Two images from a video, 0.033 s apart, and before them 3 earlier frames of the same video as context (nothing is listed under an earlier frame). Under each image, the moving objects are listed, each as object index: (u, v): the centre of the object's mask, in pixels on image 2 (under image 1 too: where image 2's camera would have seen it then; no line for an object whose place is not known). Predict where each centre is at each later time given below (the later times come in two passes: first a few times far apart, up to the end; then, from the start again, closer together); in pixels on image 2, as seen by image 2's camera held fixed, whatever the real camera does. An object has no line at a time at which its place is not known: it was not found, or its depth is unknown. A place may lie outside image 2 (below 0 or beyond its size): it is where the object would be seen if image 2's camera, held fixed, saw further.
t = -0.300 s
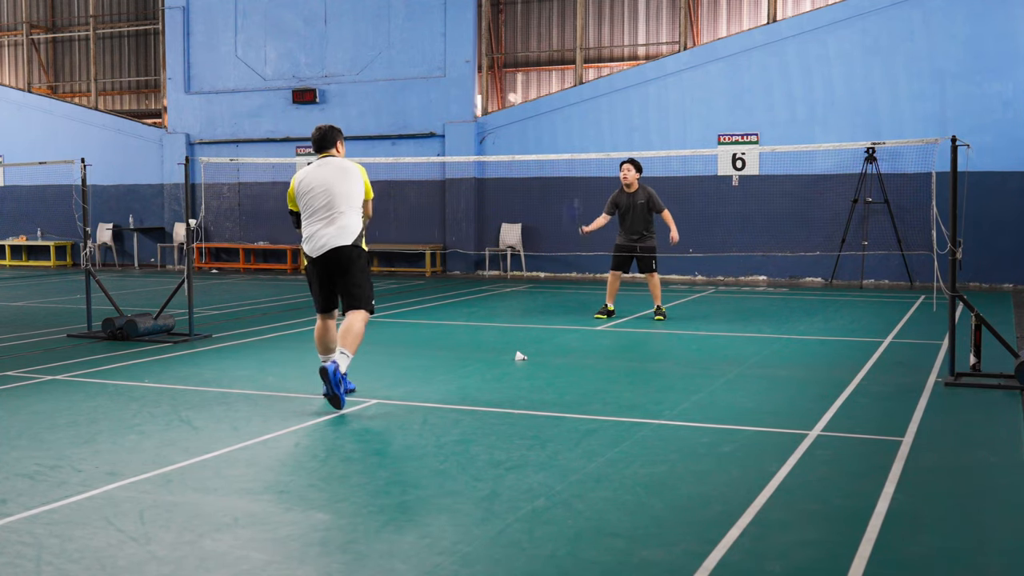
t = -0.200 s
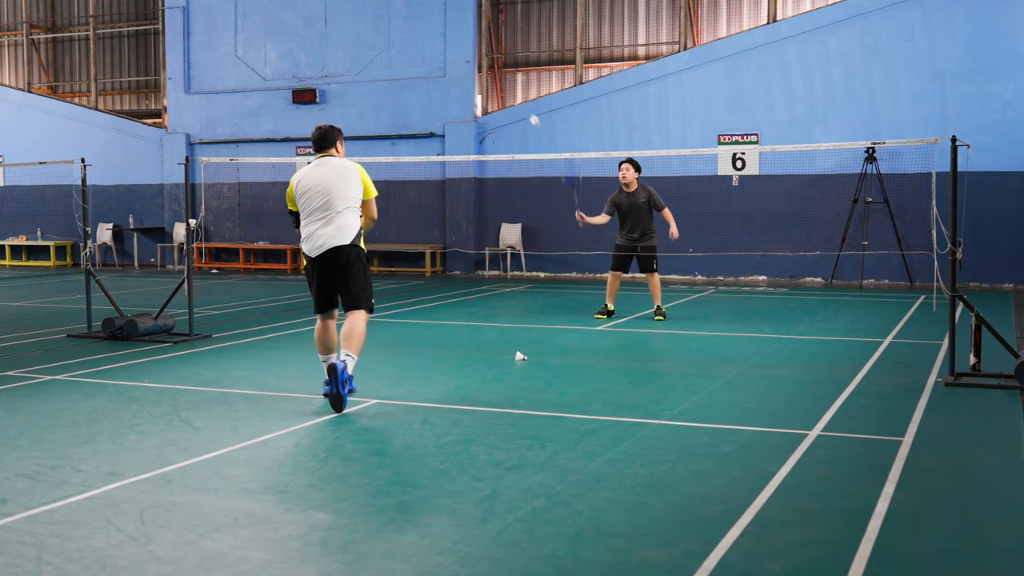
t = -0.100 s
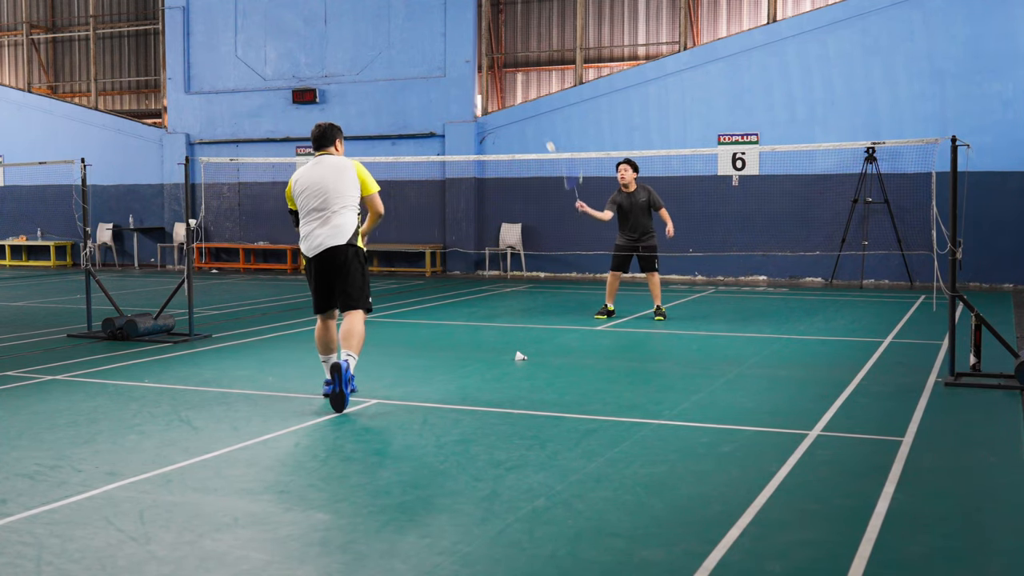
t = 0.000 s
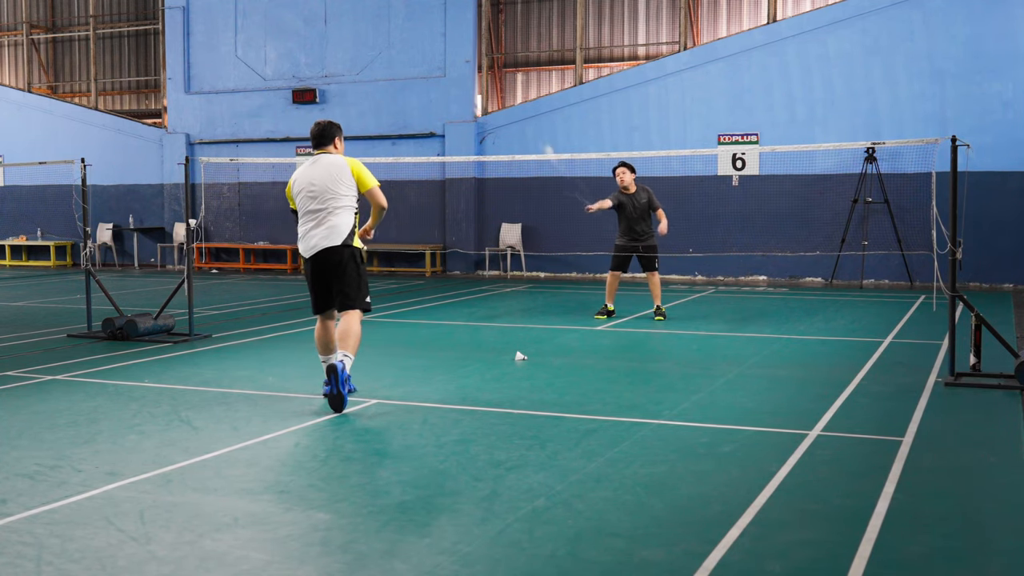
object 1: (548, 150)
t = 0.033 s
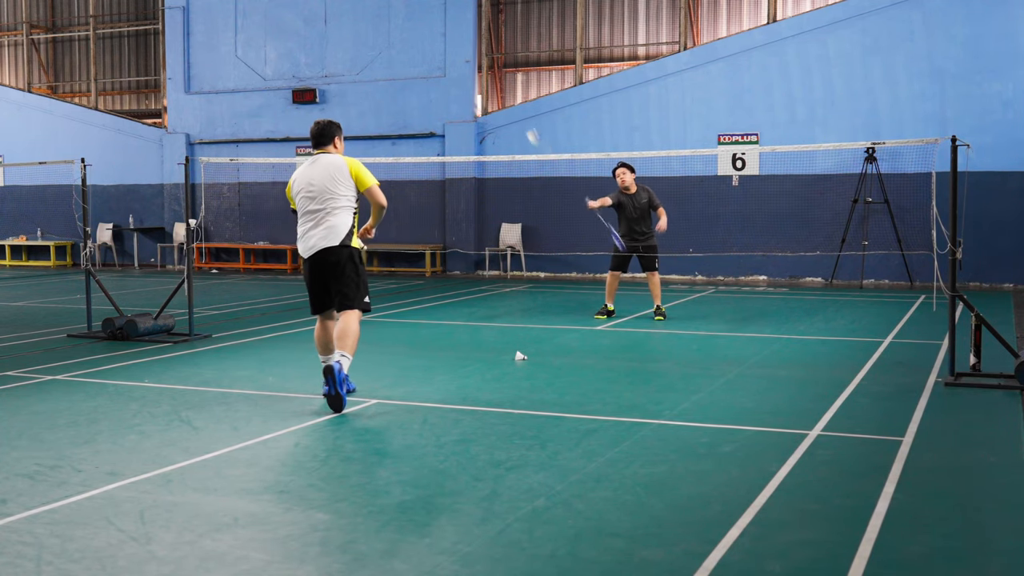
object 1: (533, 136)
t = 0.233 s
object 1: (487, 53)
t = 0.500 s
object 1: (425, 39)
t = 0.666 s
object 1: (382, 110)
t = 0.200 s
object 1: (495, 62)
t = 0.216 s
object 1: (491, 57)
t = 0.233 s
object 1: (487, 53)
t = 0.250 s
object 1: (484, 49)
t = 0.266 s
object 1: (480, 45)
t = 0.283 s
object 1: (476, 41)
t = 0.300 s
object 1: (472, 38)
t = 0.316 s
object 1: (468, 36)
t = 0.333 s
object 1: (464, 34)
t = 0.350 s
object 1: (460, 32)
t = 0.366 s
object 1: (456, 31)
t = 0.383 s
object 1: (452, 30)
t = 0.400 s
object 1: (448, 29)
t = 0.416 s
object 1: (444, 30)
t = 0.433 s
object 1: (441, 30)
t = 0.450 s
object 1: (436, 31)
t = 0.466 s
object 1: (432, 33)
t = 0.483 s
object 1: (429, 35)
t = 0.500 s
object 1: (425, 39)
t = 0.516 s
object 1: (420, 42)
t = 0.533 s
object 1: (416, 47)
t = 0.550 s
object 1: (412, 52)
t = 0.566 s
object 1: (408, 58)
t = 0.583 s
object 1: (404, 64)
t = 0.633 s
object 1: (390, 89)
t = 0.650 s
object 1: (386, 99)
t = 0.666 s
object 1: (382, 110)
